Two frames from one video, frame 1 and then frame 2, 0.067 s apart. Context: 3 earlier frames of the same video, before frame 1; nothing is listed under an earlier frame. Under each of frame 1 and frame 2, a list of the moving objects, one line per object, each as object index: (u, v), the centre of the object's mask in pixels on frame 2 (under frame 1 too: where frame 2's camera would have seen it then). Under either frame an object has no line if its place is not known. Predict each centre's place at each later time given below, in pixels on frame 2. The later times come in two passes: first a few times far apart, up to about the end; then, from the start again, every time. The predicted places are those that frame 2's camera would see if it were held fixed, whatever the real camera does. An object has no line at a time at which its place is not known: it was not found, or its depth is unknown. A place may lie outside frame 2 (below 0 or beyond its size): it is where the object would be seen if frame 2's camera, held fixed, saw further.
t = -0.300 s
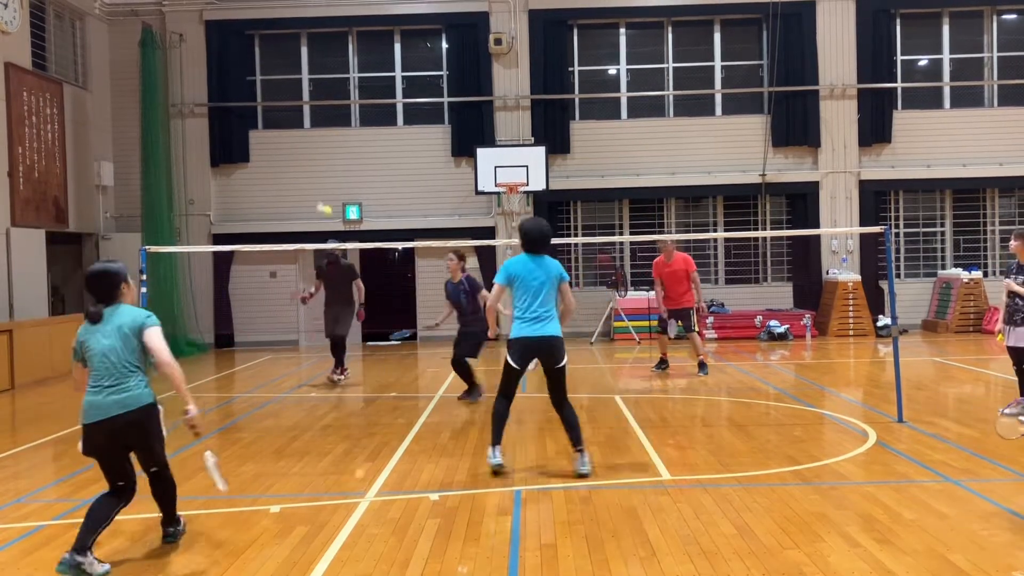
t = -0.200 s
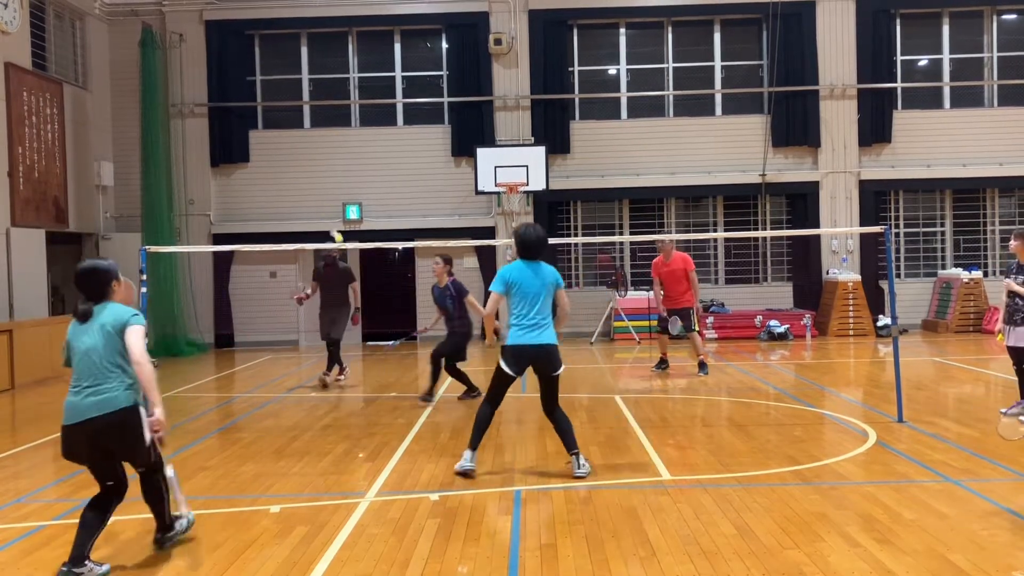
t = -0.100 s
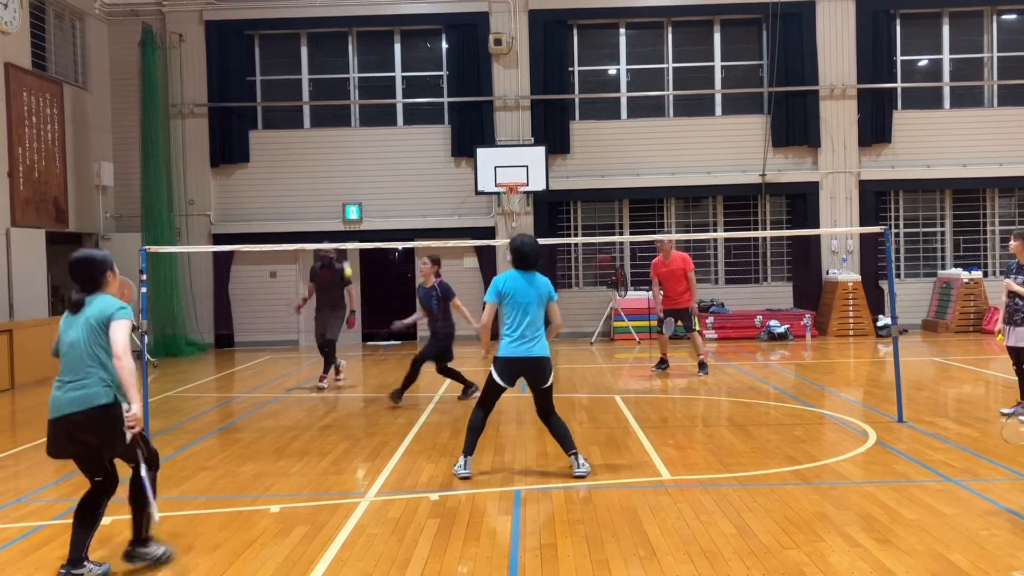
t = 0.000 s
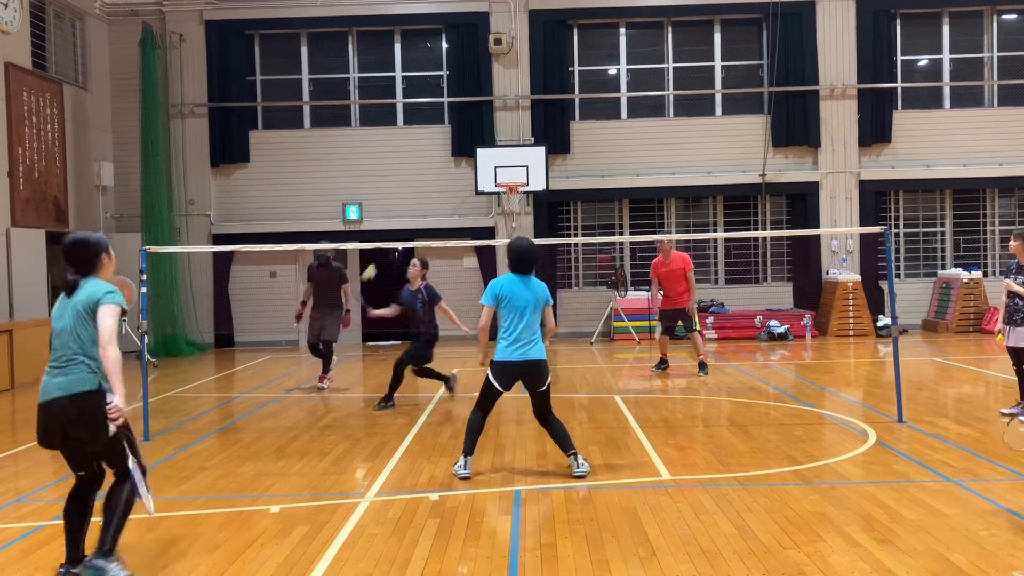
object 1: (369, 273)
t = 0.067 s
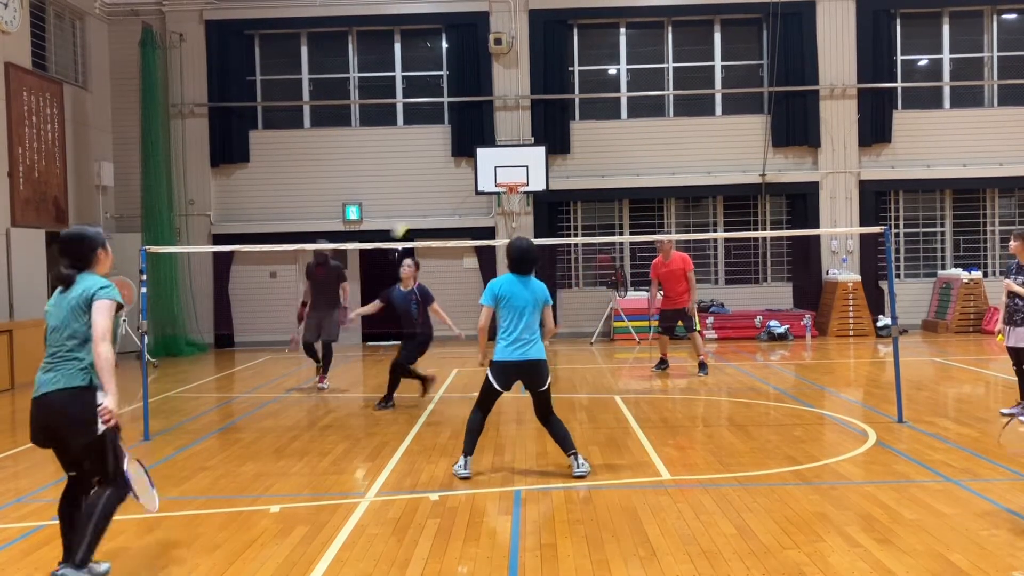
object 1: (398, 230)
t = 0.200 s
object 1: (454, 166)
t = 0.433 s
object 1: (536, 112)
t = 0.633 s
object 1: (605, 126)
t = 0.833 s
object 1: (668, 209)
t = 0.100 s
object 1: (415, 211)
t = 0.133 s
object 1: (428, 194)
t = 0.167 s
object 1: (441, 180)
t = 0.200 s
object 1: (454, 166)
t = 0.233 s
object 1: (467, 156)
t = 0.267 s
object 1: (478, 142)
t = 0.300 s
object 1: (490, 135)
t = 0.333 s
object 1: (502, 128)
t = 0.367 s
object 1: (513, 121)
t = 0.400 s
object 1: (524, 117)
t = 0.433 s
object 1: (536, 112)
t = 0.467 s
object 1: (546, 111)
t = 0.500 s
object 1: (557, 110)
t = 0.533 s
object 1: (569, 111)
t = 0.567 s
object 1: (582, 114)
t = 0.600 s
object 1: (594, 119)
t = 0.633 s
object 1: (605, 126)
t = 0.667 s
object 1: (616, 136)
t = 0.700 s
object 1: (627, 147)
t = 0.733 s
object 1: (638, 159)
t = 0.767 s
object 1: (648, 174)
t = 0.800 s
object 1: (658, 192)
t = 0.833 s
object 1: (668, 209)
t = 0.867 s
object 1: (678, 229)
